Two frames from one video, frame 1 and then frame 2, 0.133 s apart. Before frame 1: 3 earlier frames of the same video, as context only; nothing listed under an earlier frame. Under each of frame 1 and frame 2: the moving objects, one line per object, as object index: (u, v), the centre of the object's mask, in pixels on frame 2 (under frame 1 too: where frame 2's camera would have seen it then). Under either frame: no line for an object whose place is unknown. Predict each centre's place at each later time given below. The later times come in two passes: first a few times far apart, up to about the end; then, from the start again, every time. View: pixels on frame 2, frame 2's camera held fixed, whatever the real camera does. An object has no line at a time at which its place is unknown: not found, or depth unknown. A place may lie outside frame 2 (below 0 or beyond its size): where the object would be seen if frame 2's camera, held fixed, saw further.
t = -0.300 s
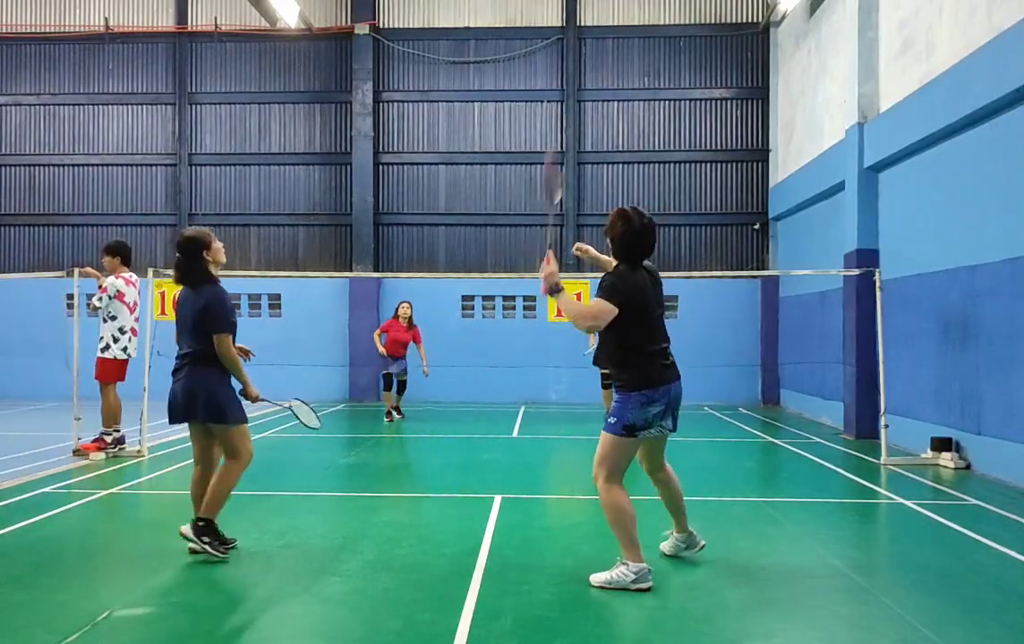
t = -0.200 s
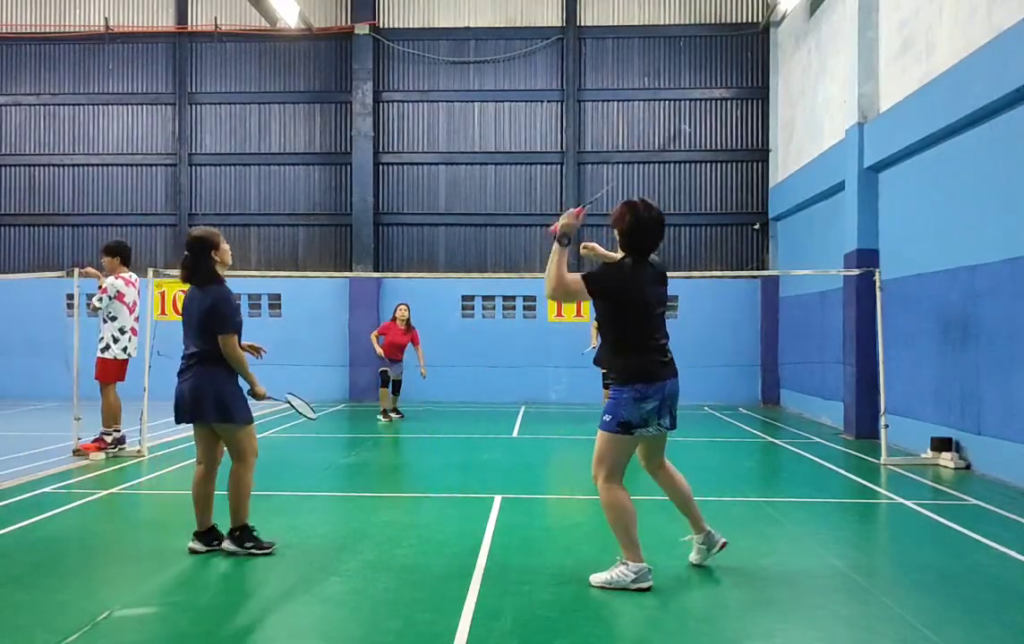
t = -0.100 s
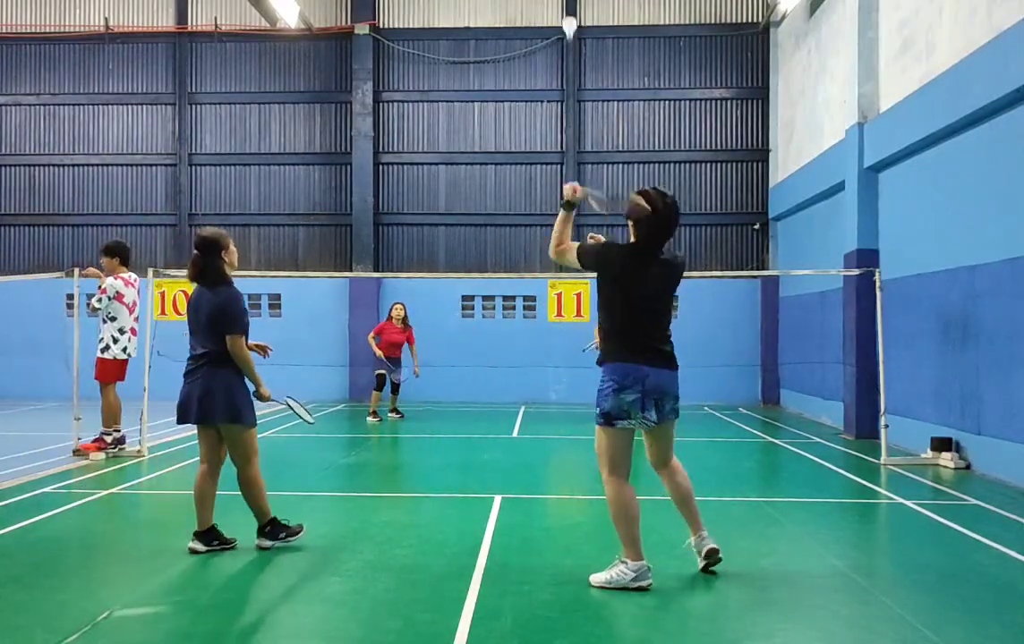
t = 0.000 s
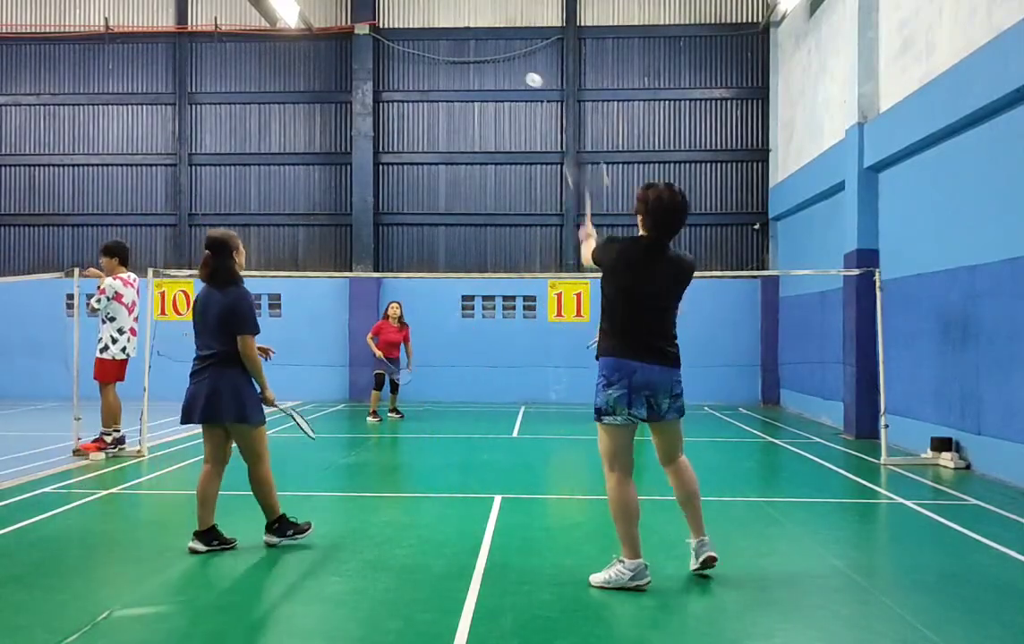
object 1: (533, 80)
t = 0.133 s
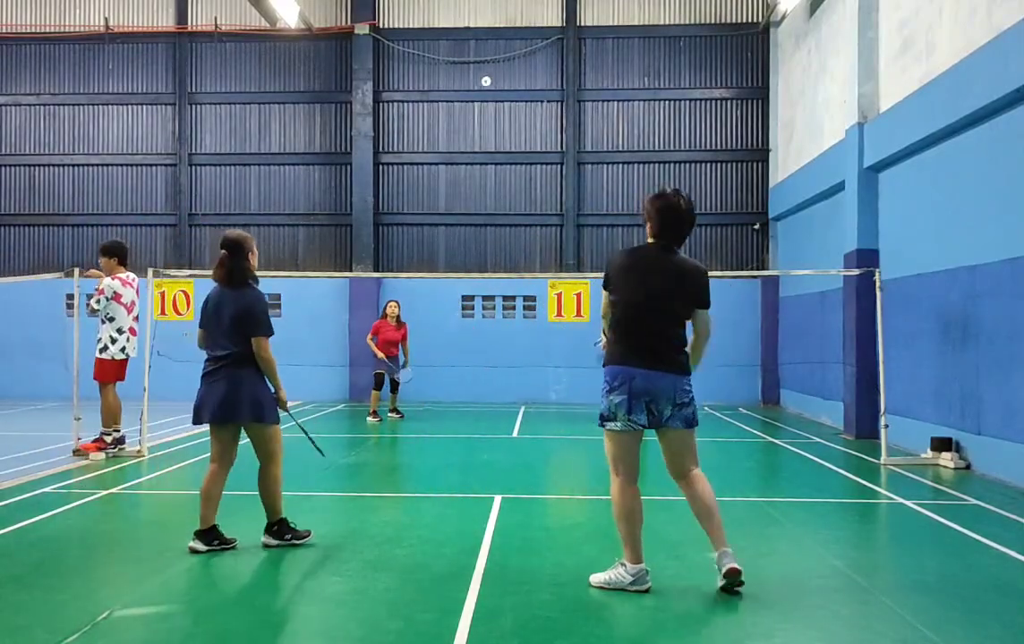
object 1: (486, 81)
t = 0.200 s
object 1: (475, 87)
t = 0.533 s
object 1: (454, 147)
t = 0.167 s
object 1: (480, 84)
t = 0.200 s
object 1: (475, 87)
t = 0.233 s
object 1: (471, 91)
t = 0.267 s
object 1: (468, 96)
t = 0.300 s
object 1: (465, 101)
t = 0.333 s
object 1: (462, 106)
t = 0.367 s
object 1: (461, 112)
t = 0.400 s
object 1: (459, 119)
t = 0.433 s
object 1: (457, 125)
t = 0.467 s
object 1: (456, 132)
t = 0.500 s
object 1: (455, 139)
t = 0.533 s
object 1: (454, 147)
